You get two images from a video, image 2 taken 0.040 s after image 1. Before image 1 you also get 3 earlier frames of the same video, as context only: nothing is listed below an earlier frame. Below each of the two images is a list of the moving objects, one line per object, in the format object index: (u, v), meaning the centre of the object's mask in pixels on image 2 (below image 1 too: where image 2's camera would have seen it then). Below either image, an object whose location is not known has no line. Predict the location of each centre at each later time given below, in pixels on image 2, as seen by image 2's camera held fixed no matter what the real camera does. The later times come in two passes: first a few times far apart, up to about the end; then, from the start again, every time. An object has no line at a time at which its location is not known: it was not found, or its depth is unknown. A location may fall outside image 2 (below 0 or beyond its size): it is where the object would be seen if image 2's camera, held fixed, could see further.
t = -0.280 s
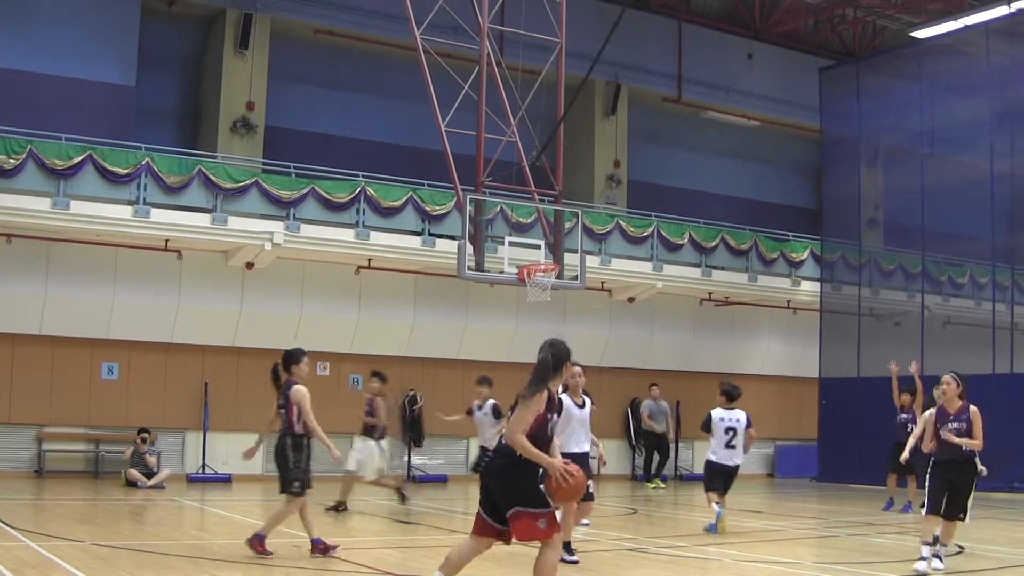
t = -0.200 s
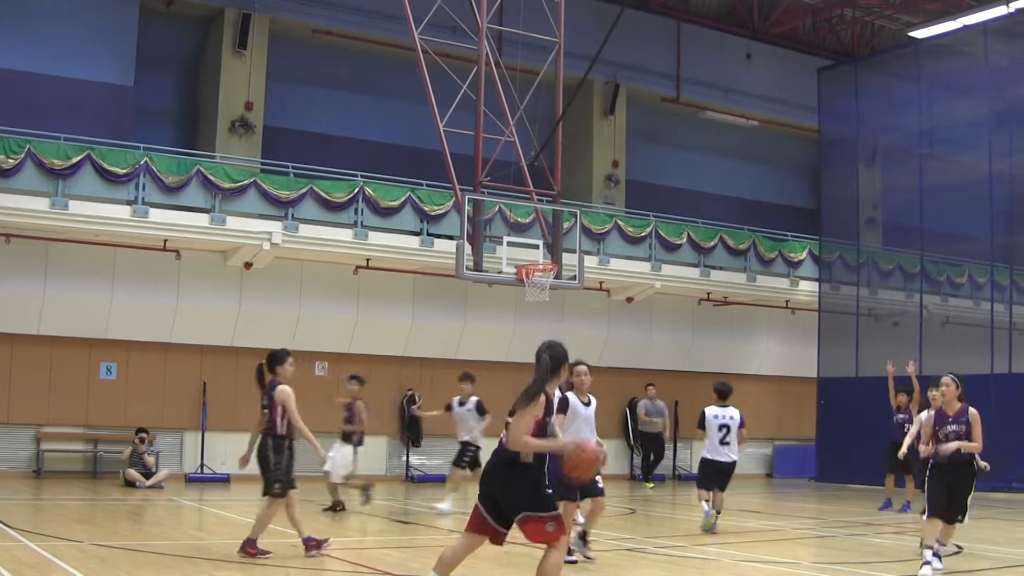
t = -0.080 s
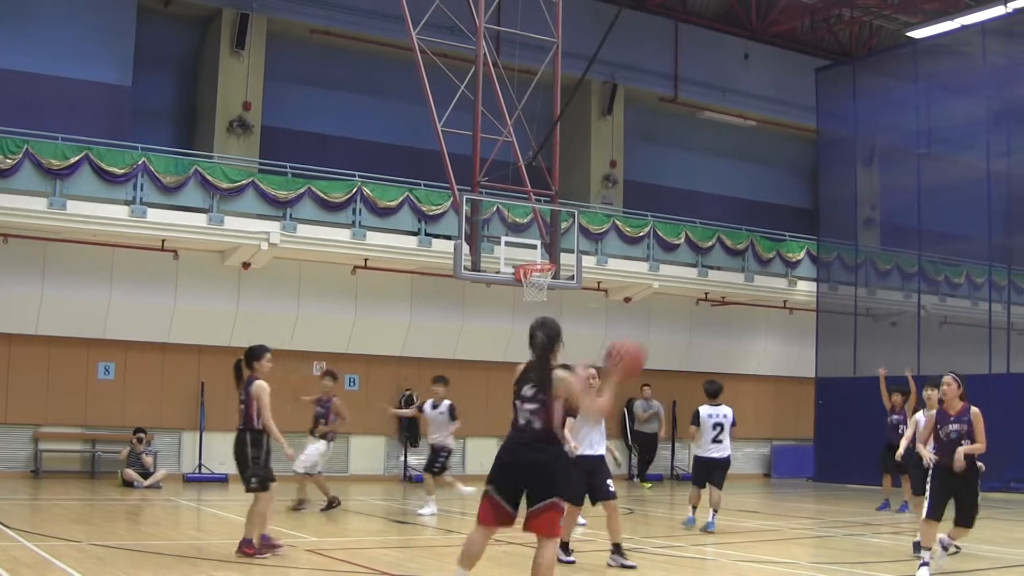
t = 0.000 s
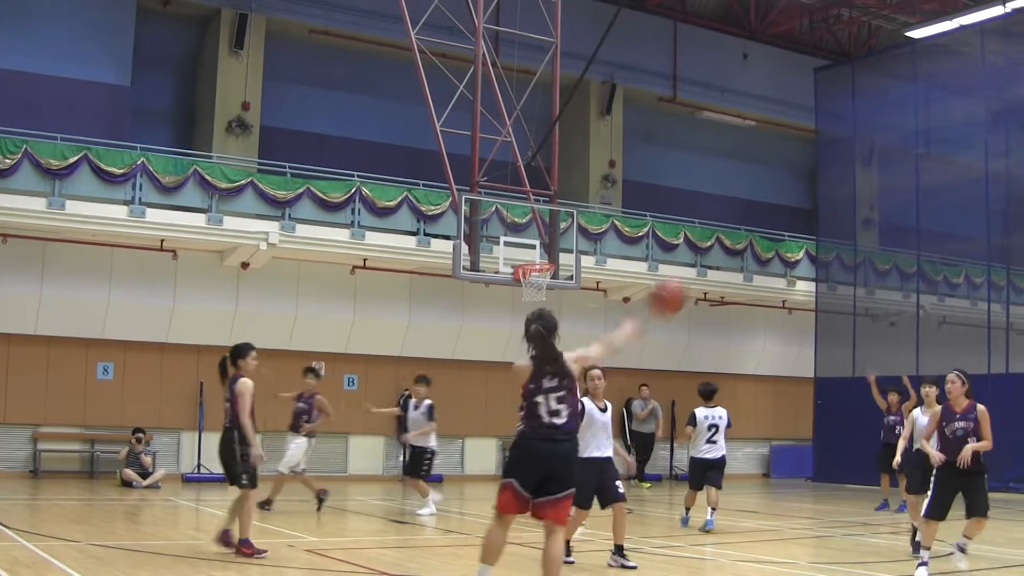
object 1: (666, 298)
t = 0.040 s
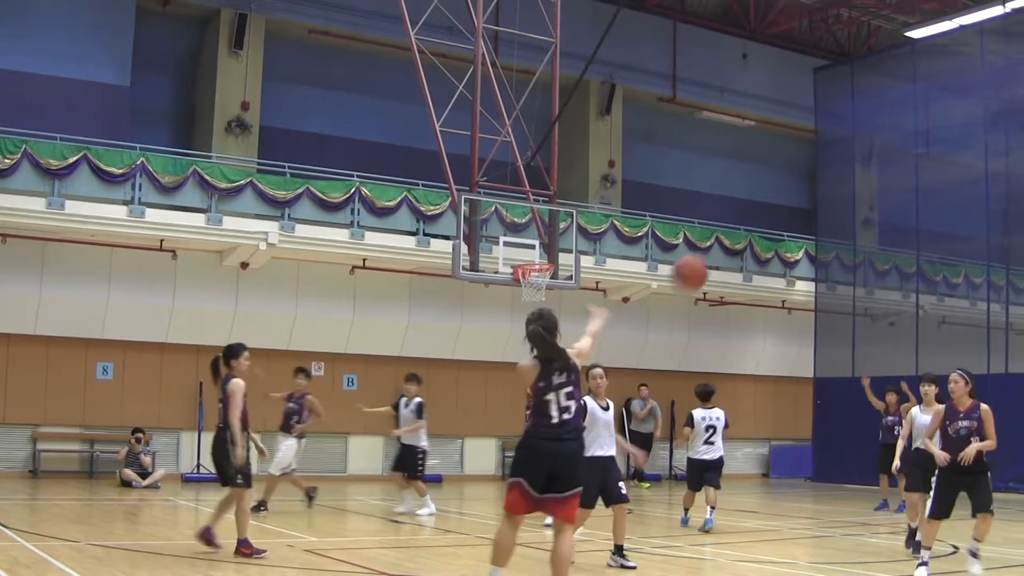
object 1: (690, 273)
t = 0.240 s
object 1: (781, 205)
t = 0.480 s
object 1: (858, 198)
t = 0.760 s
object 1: (922, 250)
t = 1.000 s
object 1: (967, 331)
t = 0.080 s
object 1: (712, 253)
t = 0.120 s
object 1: (733, 236)
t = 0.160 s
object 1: (750, 222)
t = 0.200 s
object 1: (766, 212)
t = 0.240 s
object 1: (781, 205)
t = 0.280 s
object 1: (796, 200)
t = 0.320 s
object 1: (810, 196)
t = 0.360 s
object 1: (823, 194)
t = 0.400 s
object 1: (835, 194)
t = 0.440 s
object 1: (847, 195)
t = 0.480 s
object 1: (858, 198)
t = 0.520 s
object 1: (868, 202)
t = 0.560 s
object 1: (878, 208)
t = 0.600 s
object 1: (887, 214)
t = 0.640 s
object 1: (896, 222)
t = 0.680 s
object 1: (905, 231)
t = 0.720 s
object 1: (914, 241)
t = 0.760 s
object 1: (922, 250)
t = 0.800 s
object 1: (930, 262)
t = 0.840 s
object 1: (937, 274)
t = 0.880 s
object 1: (945, 286)
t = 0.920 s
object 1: (952, 299)
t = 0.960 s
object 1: (960, 315)
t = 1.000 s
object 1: (967, 331)
